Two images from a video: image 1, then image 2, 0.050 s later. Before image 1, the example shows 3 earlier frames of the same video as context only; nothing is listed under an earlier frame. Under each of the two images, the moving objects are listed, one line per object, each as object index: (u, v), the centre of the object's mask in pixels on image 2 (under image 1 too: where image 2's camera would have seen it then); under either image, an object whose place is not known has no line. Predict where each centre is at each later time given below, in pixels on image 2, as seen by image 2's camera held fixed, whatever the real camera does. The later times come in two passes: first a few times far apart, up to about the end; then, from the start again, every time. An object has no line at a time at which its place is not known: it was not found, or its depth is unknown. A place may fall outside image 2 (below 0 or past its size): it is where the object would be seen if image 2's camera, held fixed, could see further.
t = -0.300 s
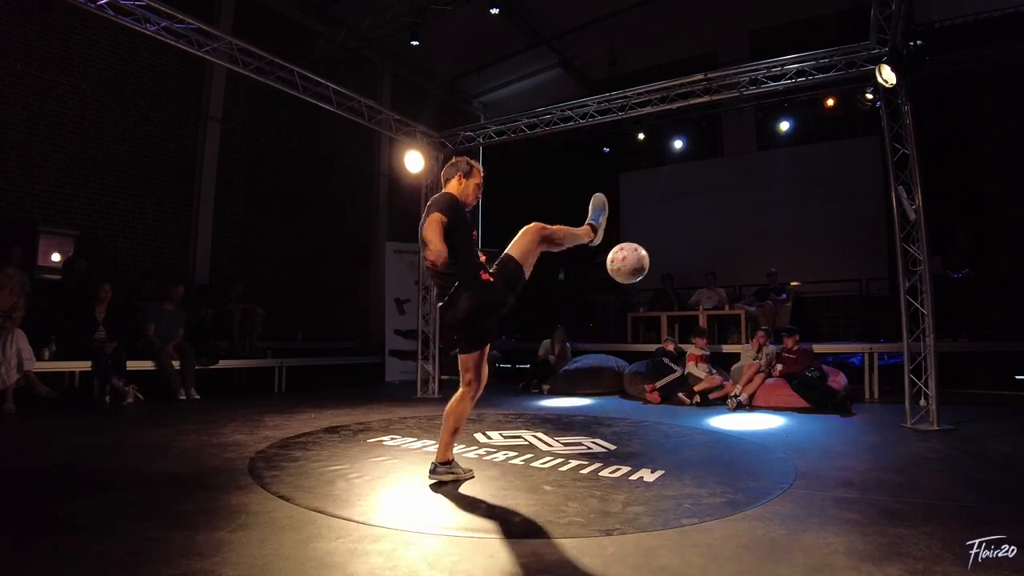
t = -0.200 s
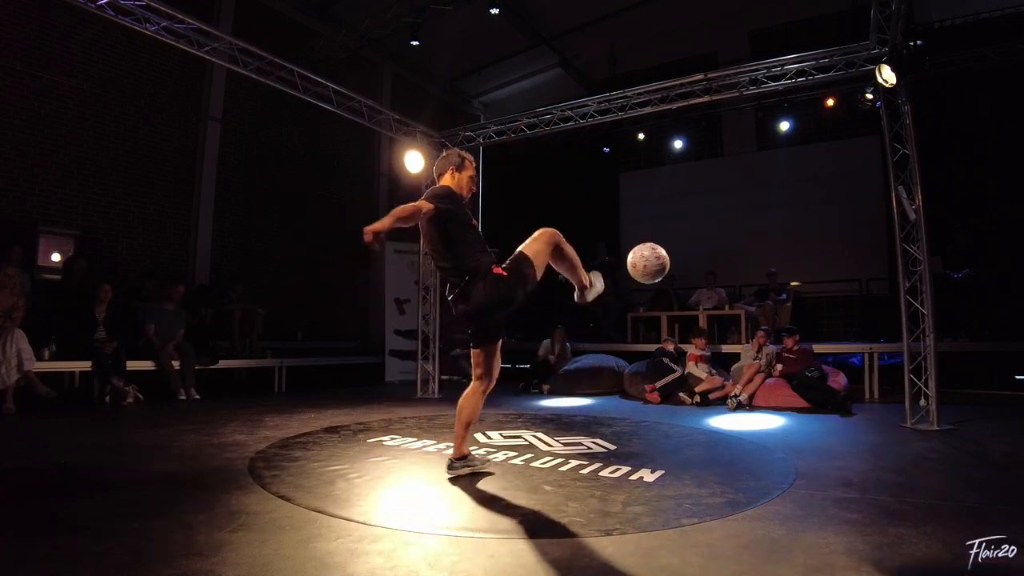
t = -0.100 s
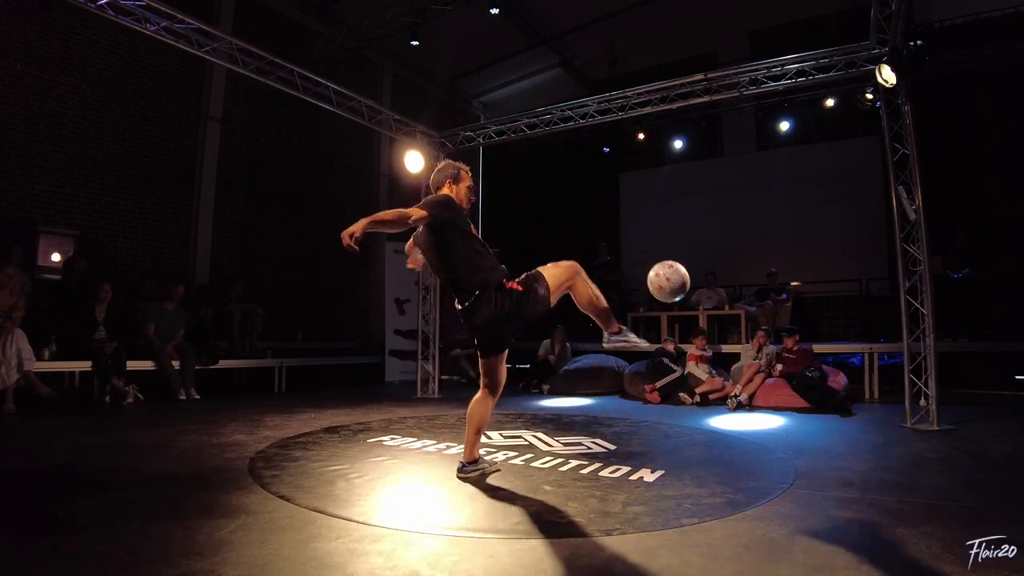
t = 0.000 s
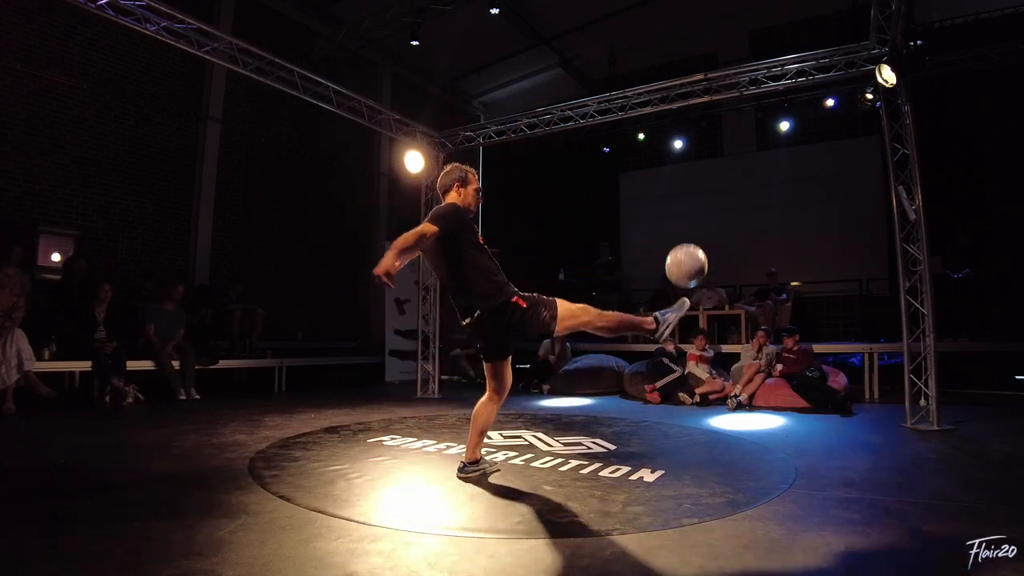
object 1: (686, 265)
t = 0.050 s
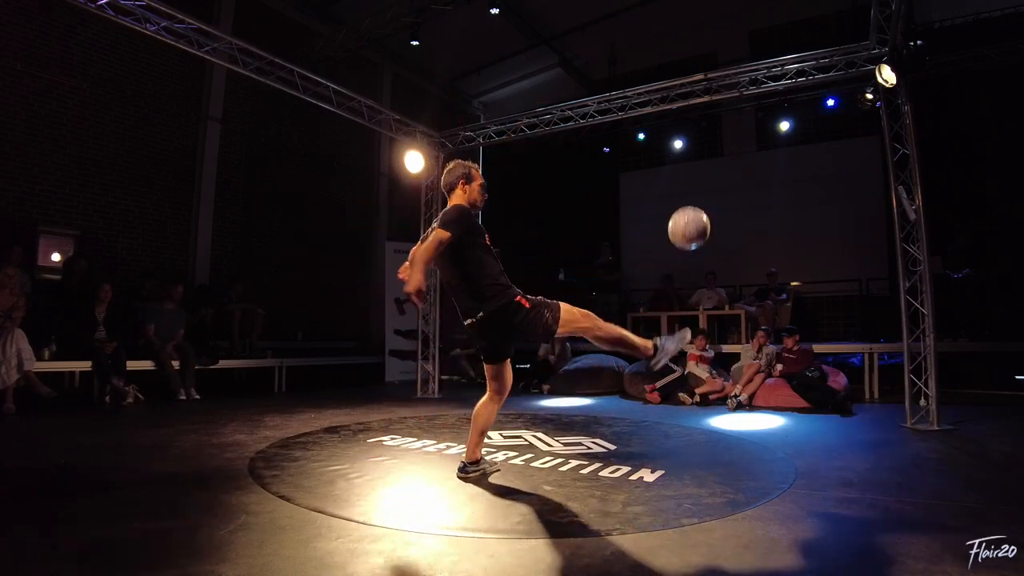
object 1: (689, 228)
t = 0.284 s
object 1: (700, 111)
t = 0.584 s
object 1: (720, 98)
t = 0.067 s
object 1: (690, 216)
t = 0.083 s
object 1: (690, 205)
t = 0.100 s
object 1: (691, 195)
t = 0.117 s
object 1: (692, 185)
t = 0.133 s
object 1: (693, 175)
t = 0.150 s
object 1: (694, 166)
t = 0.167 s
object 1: (695, 158)
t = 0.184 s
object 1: (695, 150)
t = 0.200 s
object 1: (696, 142)
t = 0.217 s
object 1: (697, 135)
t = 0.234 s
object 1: (698, 128)
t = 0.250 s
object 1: (699, 122)
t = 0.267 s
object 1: (699, 117)
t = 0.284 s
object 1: (700, 111)
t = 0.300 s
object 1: (701, 107)
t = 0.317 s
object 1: (702, 103)
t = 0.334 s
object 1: (703, 99)
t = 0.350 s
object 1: (704, 95)
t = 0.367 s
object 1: (705, 93)
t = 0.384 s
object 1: (706, 90)
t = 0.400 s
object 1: (707, 88)
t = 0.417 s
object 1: (708, 87)
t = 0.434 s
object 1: (709, 86)
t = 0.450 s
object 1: (710, 85)
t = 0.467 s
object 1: (711, 85)
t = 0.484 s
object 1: (712, 85)
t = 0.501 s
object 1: (713, 86)
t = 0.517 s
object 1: (715, 88)
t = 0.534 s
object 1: (716, 89)
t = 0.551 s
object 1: (717, 92)
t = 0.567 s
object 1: (719, 94)
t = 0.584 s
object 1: (720, 98)
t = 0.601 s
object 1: (721, 102)
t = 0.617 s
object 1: (723, 106)
